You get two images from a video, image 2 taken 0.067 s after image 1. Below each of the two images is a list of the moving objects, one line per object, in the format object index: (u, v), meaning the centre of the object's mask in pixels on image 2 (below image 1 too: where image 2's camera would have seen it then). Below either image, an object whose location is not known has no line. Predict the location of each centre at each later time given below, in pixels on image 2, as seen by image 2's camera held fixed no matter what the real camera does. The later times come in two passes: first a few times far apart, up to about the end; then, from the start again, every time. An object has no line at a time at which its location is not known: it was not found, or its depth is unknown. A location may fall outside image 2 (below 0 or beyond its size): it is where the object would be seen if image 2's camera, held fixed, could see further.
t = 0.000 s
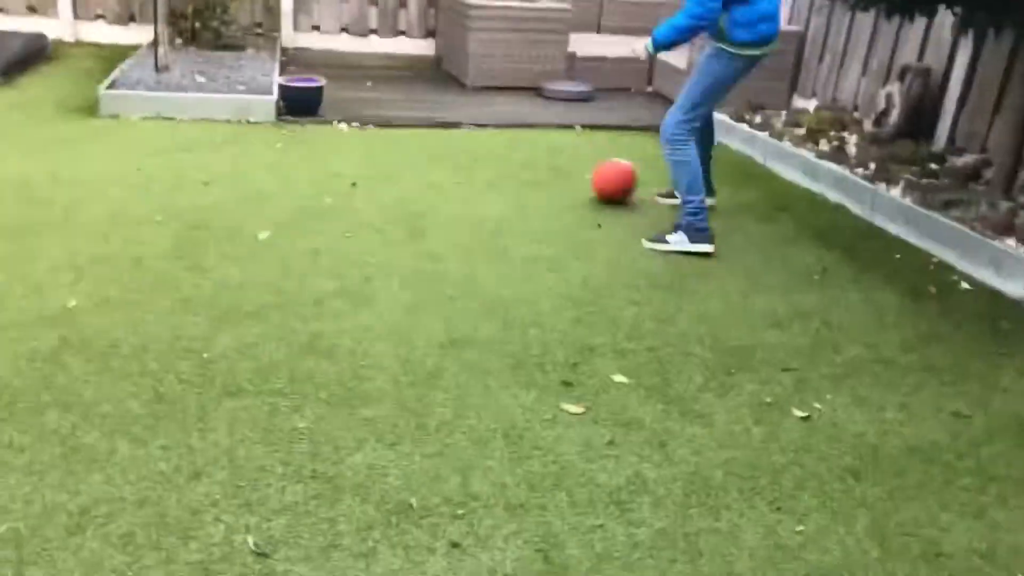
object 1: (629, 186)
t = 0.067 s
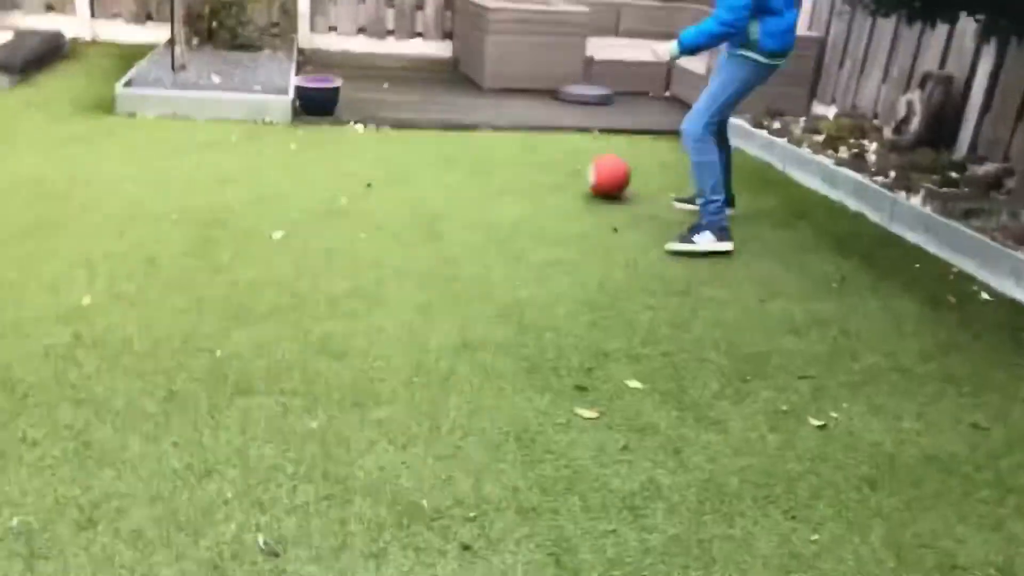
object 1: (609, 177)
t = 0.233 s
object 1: (559, 158)
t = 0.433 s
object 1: (507, 139)
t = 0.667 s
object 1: (454, 120)
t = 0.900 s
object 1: (422, 91)
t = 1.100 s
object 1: (399, 95)
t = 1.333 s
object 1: (365, 87)
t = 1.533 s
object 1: (339, 74)
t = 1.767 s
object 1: (317, 69)
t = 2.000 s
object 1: (333, 68)
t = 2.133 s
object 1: (338, 69)
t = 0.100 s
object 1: (598, 174)
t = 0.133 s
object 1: (588, 169)
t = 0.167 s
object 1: (578, 167)
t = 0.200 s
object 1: (568, 163)
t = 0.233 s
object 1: (559, 158)
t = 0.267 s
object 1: (550, 156)
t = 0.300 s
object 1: (541, 153)
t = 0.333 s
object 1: (531, 149)
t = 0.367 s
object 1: (523, 145)
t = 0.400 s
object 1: (516, 142)
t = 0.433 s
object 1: (507, 139)
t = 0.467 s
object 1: (501, 136)
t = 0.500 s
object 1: (493, 134)
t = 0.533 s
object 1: (485, 132)
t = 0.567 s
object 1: (477, 128)
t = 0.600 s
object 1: (468, 124)
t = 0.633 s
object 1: (462, 124)
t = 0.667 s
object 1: (454, 120)
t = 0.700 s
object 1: (449, 118)
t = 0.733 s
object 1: (442, 116)
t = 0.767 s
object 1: (436, 114)
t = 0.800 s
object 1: (432, 106)
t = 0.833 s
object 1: (429, 99)
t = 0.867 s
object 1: (425, 94)
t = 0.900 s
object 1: (422, 91)
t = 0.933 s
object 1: (418, 89)
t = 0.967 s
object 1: (415, 89)
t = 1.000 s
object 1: (412, 92)
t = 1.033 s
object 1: (409, 96)
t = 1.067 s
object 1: (403, 100)
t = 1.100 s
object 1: (399, 95)
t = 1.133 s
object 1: (395, 90)
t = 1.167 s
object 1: (389, 88)
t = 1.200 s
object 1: (384, 86)
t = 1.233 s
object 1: (380, 87)
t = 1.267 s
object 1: (375, 90)
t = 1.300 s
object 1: (370, 90)
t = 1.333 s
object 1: (365, 87)
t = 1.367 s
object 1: (361, 82)
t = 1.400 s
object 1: (357, 83)
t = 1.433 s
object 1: (352, 83)
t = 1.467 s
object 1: (348, 82)
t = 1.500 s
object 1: (344, 79)
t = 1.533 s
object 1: (339, 74)
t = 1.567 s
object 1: (334, 74)
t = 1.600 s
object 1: (330, 72)
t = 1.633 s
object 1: (324, 71)
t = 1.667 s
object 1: (319, 70)
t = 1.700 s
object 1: (316, 70)
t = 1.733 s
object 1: (314, 69)
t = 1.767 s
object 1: (317, 69)
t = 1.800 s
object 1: (319, 68)
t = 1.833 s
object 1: (324, 69)
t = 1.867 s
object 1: (328, 69)
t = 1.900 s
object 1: (329, 68)
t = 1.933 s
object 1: (329, 68)
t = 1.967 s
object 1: (332, 68)
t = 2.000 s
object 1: (333, 68)
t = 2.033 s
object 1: (336, 67)
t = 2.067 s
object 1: (338, 68)
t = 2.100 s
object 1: (338, 70)
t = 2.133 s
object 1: (338, 69)
